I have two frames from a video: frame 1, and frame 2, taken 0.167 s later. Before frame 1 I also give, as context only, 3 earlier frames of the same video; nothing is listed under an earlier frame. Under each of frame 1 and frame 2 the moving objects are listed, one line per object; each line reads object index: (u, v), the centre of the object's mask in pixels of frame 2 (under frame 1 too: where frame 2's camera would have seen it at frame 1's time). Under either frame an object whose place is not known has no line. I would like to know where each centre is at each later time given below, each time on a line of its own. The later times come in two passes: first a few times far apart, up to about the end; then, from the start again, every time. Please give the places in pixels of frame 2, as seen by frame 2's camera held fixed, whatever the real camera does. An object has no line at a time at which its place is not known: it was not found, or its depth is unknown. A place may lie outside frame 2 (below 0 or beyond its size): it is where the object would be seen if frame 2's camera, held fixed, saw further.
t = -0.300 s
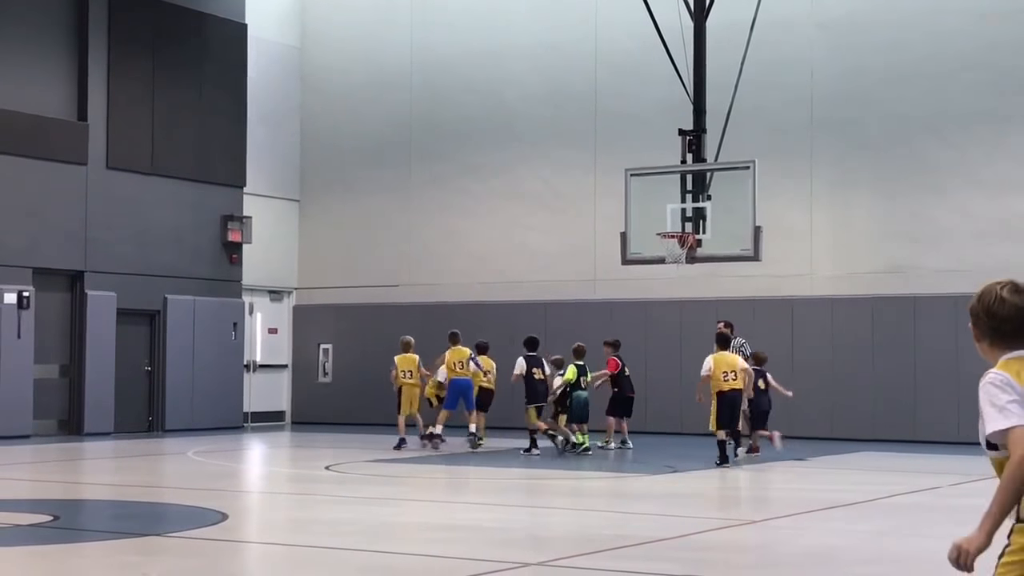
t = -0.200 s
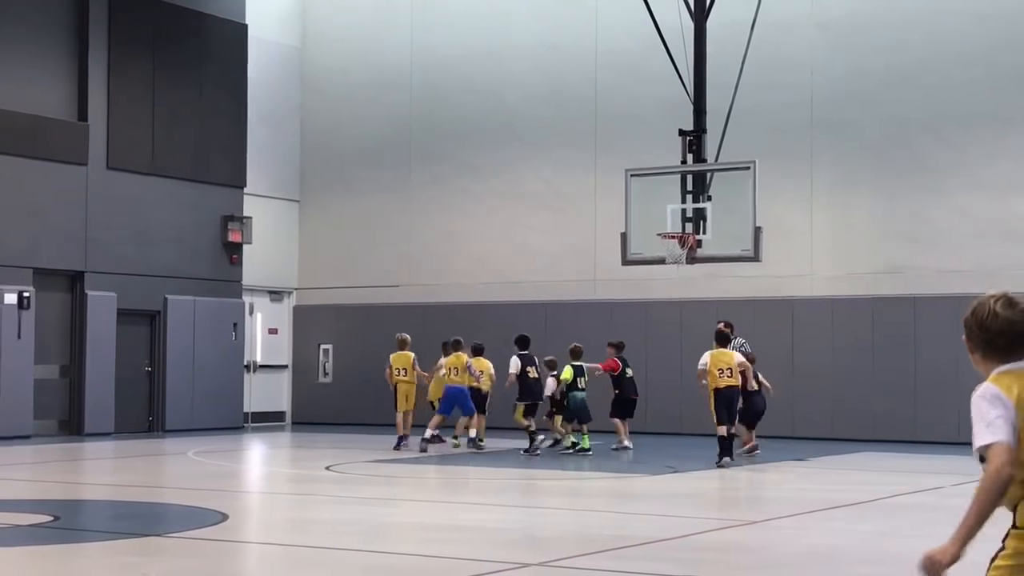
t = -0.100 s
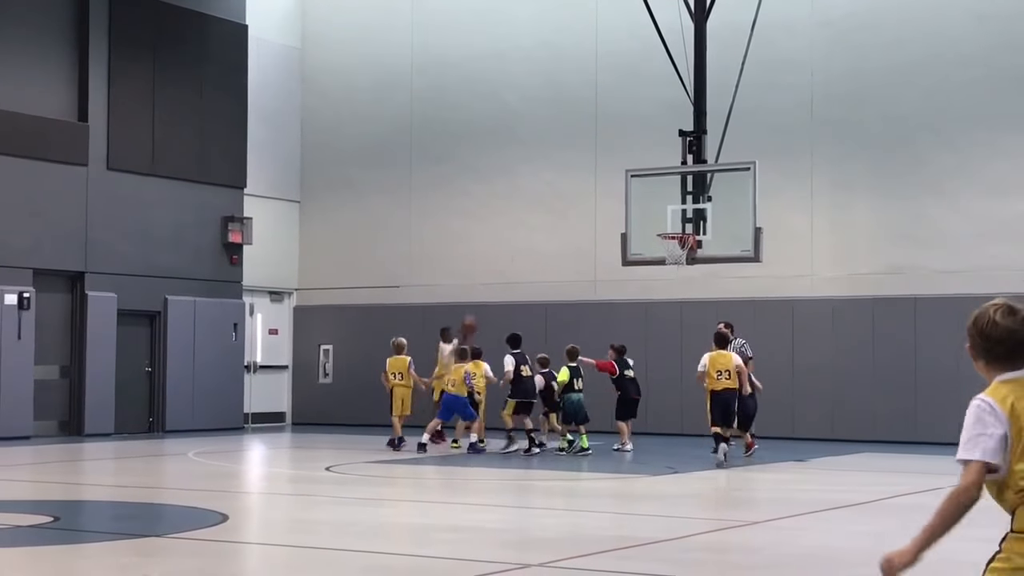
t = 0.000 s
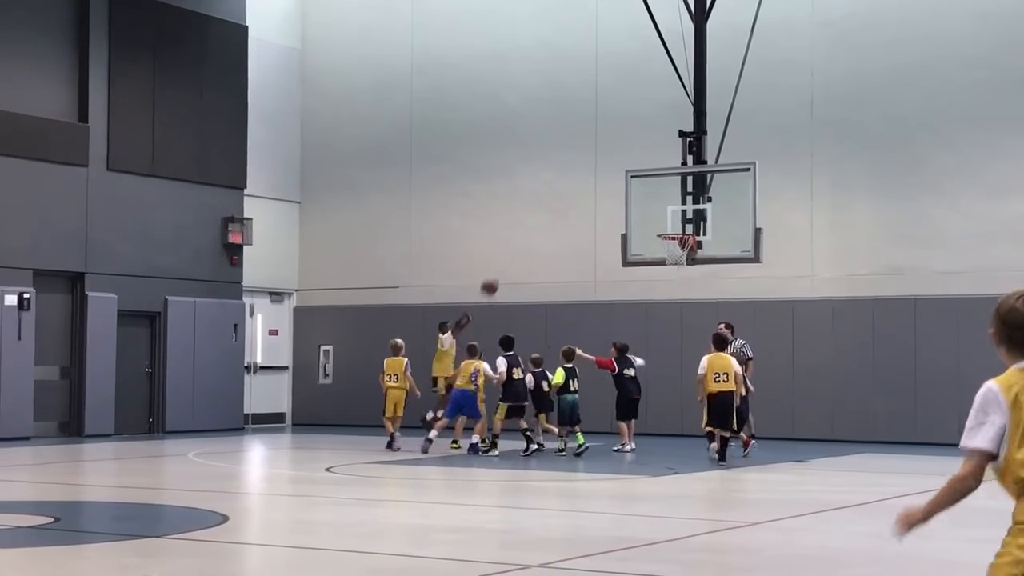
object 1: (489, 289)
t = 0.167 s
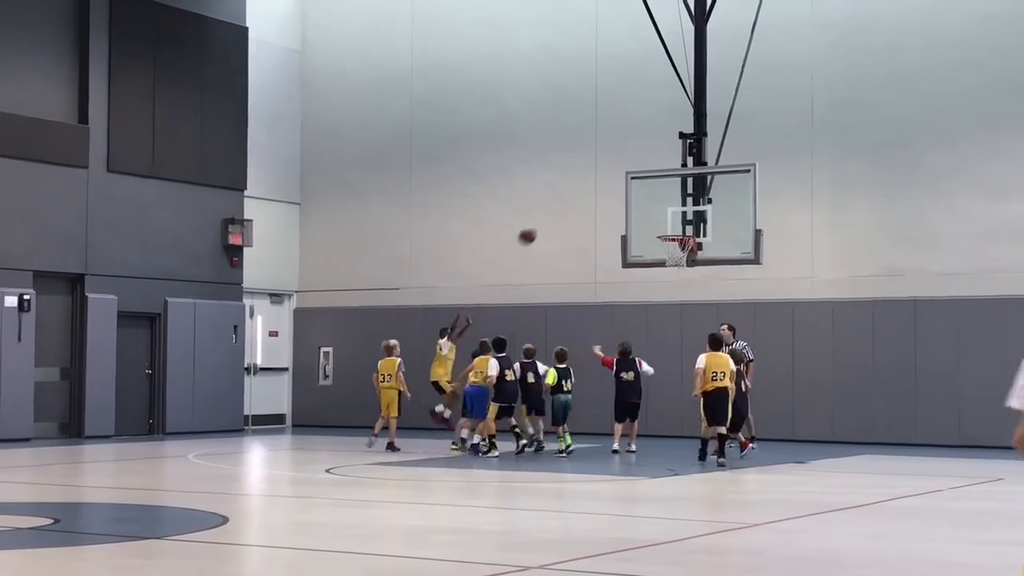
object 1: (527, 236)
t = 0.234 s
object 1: (542, 221)
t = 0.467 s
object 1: (595, 191)
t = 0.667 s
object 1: (641, 200)
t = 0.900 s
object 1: (689, 226)
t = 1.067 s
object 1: (710, 237)
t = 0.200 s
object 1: (534, 228)
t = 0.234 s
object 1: (542, 221)
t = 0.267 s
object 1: (549, 214)
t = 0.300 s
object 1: (557, 208)
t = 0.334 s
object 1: (564, 203)
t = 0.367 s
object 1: (572, 199)
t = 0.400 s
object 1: (580, 195)
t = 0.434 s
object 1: (587, 193)
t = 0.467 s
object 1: (595, 191)
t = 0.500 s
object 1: (602, 191)
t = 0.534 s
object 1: (610, 190)
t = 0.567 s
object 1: (618, 192)
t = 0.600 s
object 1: (625, 193)
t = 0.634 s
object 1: (633, 197)
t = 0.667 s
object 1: (641, 200)
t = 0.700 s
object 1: (649, 204)
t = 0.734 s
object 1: (657, 209)
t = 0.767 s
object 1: (665, 216)
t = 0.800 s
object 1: (672, 222)
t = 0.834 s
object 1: (680, 227)
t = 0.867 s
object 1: (684, 226)
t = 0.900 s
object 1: (689, 226)
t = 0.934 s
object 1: (692, 226)
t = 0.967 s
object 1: (697, 227)
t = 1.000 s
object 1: (701, 229)
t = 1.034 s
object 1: (704, 232)
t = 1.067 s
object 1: (710, 237)
